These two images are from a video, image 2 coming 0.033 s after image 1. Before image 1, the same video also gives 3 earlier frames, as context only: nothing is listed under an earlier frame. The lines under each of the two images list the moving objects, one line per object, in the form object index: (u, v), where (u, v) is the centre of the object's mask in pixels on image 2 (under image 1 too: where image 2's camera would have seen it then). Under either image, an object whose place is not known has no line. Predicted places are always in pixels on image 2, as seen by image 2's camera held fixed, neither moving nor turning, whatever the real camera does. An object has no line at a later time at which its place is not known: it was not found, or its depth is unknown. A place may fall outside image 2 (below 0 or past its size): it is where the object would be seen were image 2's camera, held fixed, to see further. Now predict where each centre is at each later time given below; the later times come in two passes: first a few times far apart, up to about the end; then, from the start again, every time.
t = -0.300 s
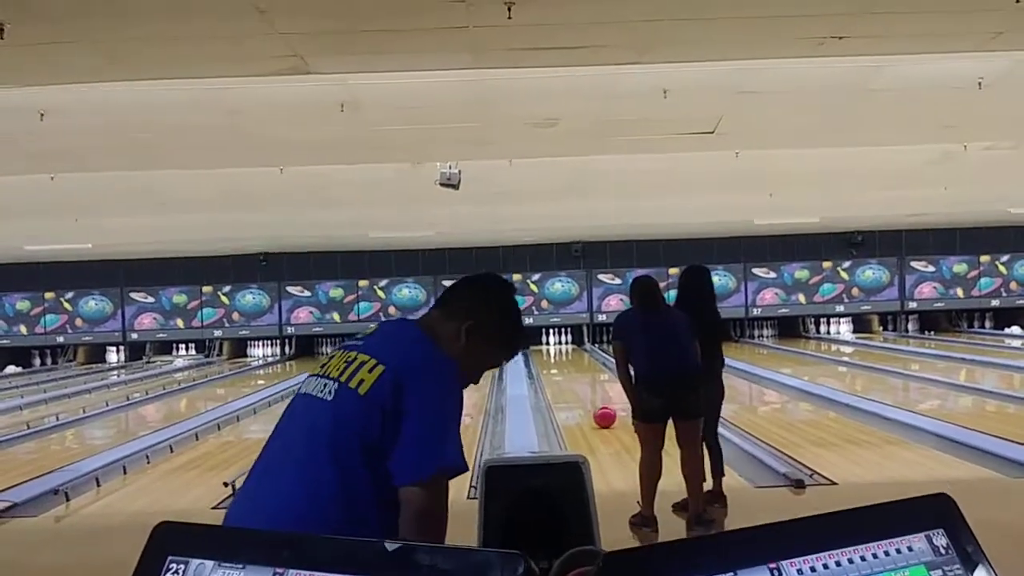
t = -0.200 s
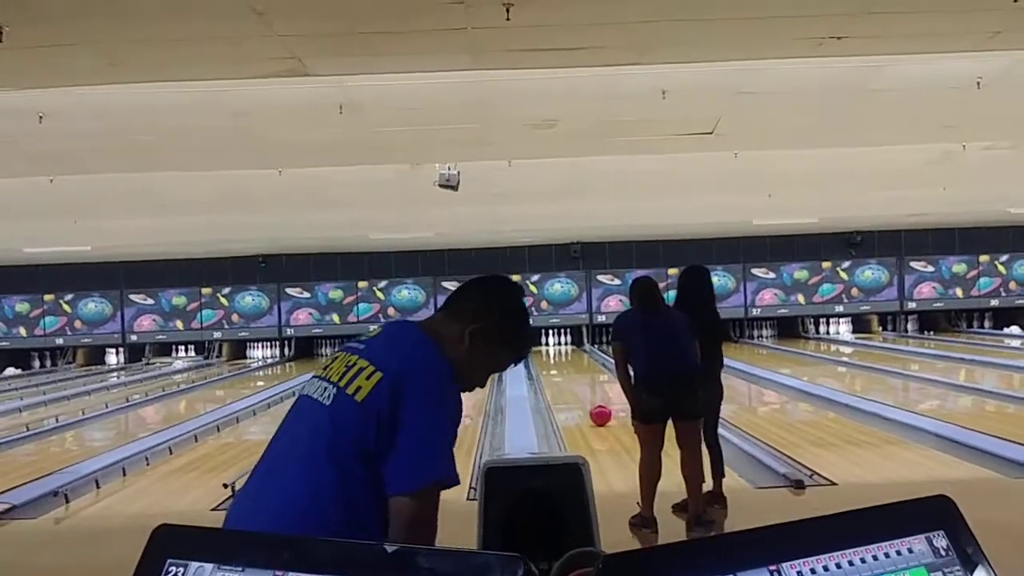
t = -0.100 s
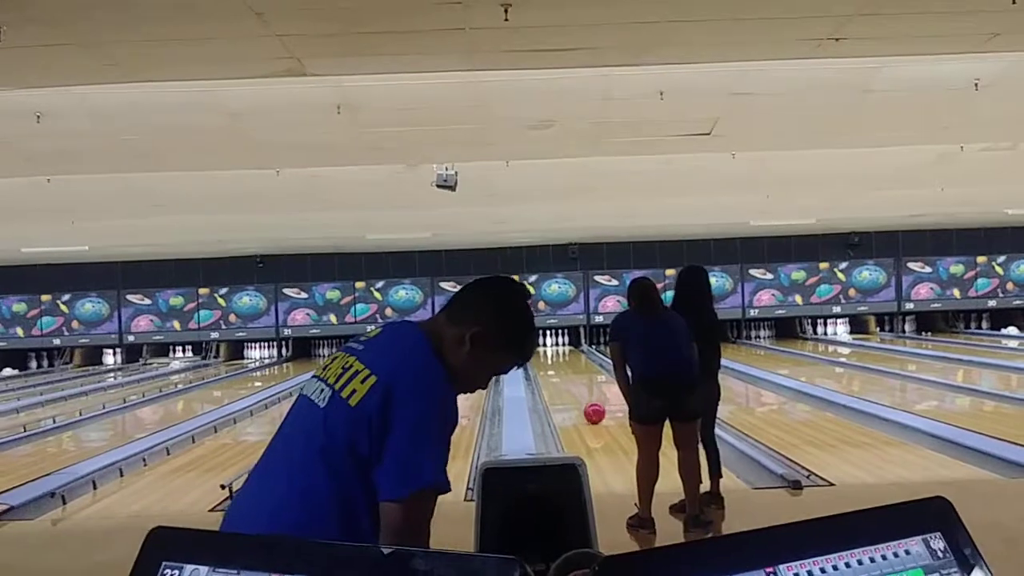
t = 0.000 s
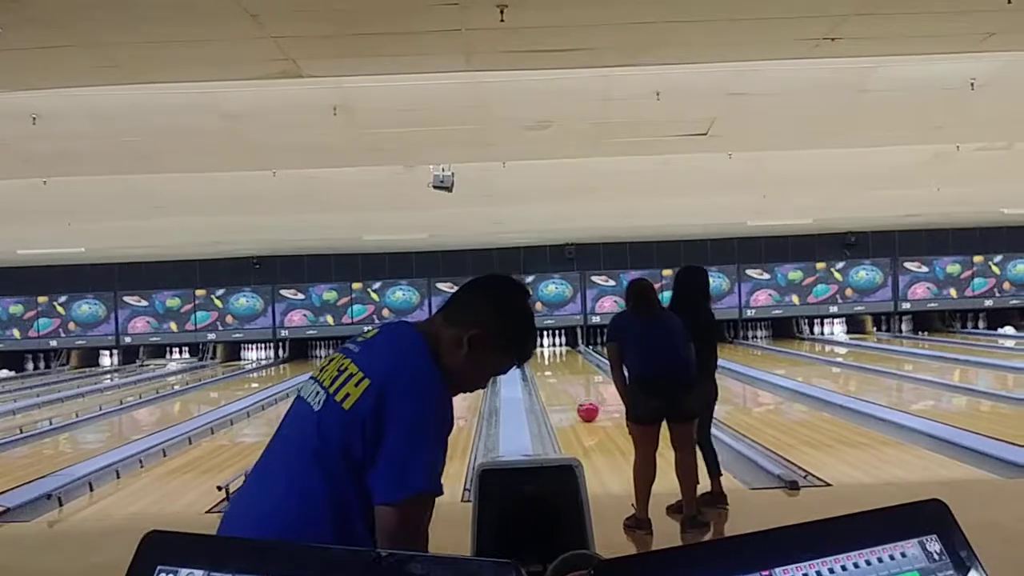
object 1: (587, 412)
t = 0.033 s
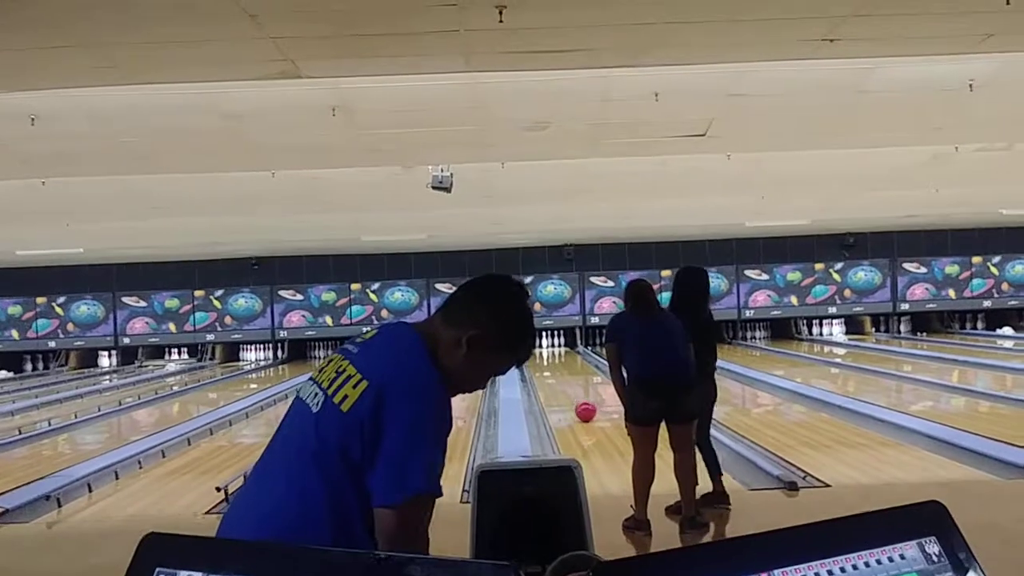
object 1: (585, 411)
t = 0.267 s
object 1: (578, 405)
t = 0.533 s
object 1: (570, 400)
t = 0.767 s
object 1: (562, 397)
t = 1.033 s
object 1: (555, 393)
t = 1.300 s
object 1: (548, 389)
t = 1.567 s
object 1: (542, 385)
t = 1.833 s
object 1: (535, 383)
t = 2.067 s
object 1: (527, 385)
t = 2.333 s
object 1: (526, 382)
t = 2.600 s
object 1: (526, 380)
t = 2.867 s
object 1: (525, 377)
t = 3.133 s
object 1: (525, 375)
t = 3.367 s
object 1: (525, 374)
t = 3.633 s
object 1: (524, 372)
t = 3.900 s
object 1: (524, 370)
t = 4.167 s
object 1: (523, 367)
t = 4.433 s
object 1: (523, 366)
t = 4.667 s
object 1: (523, 365)
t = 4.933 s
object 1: (522, 363)
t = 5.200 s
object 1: (522, 362)
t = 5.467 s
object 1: (521, 360)
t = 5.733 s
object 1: (521, 359)
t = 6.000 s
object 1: (521, 357)
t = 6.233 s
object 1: (521, 356)
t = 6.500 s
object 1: (521, 355)
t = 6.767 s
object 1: (520, 354)
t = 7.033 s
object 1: (520, 353)
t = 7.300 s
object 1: (520, 353)
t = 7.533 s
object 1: (520, 352)
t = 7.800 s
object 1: (520, 351)
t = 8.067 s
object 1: (520, 349)
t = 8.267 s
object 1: (520, 348)
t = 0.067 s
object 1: (584, 410)
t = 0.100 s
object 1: (583, 410)
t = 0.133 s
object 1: (582, 409)
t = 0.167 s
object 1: (581, 408)
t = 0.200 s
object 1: (580, 407)
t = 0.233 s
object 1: (579, 406)
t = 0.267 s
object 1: (578, 405)
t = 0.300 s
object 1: (577, 405)
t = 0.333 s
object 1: (576, 404)
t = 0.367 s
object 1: (574, 403)
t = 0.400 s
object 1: (574, 403)
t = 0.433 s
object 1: (572, 402)
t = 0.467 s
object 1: (571, 402)
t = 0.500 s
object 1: (571, 401)
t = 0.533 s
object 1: (570, 400)
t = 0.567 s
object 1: (569, 400)
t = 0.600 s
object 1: (568, 399)
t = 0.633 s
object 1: (567, 399)
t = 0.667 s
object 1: (566, 398)
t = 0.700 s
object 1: (564, 397)
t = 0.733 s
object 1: (563, 397)
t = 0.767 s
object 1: (562, 397)
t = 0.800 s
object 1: (561, 396)
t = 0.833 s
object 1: (560, 395)
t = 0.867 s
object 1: (559, 395)
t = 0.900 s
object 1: (559, 394)
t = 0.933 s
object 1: (557, 394)
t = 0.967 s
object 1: (557, 393)
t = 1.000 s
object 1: (556, 393)
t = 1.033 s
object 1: (555, 393)
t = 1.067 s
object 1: (554, 392)
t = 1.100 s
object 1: (553, 391)
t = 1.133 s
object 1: (552, 391)
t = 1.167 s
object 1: (551, 391)
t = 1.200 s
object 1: (551, 390)
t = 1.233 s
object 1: (550, 390)
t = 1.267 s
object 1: (549, 389)
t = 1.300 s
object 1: (548, 389)
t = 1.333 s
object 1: (548, 389)
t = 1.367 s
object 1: (547, 388)
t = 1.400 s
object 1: (546, 387)
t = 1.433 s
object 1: (545, 387)
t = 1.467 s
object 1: (545, 387)
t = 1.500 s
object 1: (543, 386)
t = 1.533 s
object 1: (542, 386)
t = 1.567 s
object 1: (542, 385)
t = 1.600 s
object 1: (541, 385)
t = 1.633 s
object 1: (541, 385)
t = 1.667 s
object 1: (540, 385)
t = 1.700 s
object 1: (539, 384)
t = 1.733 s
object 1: (538, 384)
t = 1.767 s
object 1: (538, 384)
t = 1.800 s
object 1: (536, 383)
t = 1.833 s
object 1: (535, 383)
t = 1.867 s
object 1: (534, 382)
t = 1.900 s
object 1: (533, 382)
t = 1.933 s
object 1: (532, 383)
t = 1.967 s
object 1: (532, 382)
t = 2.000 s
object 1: (529, 384)
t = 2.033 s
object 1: (528, 385)
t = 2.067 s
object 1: (527, 385)
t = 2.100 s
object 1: (527, 385)
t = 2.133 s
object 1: (527, 384)
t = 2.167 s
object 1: (527, 384)
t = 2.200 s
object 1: (527, 383)
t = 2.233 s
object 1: (527, 383)
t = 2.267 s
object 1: (527, 383)
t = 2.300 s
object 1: (526, 382)
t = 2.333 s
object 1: (526, 382)
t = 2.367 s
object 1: (526, 382)
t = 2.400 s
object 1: (526, 381)
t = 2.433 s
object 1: (526, 381)
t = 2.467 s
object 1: (526, 380)
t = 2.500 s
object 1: (526, 380)
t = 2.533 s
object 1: (526, 380)
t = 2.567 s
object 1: (526, 380)
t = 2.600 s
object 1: (526, 380)
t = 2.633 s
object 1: (525, 379)
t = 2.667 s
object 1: (525, 379)
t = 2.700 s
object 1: (525, 379)
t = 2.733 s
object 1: (525, 378)
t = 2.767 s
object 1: (525, 378)
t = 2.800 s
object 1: (525, 378)
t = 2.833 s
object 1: (526, 378)
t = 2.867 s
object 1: (525, 377)
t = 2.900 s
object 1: (525, 377)
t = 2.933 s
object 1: (525, 377)
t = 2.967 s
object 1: (525, 377)
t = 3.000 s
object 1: (525, 377)
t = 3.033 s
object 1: (525, 376)
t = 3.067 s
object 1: (525, 376)
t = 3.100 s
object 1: (525, 376)
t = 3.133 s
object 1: (525, 375)
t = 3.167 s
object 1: (525, 375)
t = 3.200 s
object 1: (525, 375)
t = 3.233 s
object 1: (525, 374)
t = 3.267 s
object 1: (525, 374)
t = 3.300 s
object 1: (525, 374)
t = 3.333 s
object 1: (524, 374)
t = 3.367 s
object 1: (525, 374)
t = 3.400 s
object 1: (525, 373)
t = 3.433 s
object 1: (525, 373)
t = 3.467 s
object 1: (524, 372)
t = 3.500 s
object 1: (524, 372)
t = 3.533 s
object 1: (524, 372)
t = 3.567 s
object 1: (524, 372)
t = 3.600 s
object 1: (524, 372)
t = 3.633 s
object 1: (524, 372)
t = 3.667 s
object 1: (524, 371)
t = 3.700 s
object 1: (524, 371)
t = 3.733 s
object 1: (524, 371)
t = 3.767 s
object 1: (524, 370)
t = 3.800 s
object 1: (524, 370)
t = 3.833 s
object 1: (524, 370)
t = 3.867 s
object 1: (524, 370)
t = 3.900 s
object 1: (524, 370)
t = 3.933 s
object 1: (524, 369)
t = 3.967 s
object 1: (524, 369)
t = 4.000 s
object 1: (523, 369)
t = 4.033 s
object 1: (524, 369)
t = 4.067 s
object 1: (524, 368)
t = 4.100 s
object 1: (523, 368)
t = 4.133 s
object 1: (523, 368)
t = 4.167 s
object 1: (523, 367)
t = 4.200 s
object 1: (523, 367)
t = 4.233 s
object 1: (523, 367)
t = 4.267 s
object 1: (523, 367)
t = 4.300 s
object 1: (523, 367)
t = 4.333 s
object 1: (523, 367)
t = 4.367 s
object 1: (523, 366)
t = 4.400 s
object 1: (523, 366)
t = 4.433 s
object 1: (523, 366)
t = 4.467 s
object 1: (523, 366)
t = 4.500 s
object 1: (523, 366)
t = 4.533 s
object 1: (523, 365)
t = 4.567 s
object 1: (523, 365)
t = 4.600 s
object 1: (523, 365)
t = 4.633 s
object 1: (523, 365)
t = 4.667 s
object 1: (523, 365)
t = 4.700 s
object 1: (523, 365)
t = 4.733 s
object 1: (523, 364)
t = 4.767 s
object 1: (522, 364)
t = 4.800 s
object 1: (522, 364)
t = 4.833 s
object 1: (522, 364)
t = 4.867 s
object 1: (522, 364)
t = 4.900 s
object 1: (522, 363)
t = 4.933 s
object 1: (522, 363)
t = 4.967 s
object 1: (522, 363)
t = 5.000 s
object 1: (522, 363)
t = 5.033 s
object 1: (522, 363)
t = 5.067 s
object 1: (522, 362)
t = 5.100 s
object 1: (522, 362)
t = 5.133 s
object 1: (522, 362)
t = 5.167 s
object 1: (522, 362)
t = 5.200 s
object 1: (522, 362)
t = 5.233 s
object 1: (522, 362)
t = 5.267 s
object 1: (522, 362)
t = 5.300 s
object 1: (522, 361)
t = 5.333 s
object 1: (521, 361)
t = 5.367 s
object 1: (521, 361)
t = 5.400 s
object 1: (521, 361)
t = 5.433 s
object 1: (521, 360)
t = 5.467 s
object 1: (521, 360)
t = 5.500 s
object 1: (521, 360)
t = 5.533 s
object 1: (521, 360)
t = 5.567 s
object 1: (521, 360)
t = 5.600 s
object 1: (521, 360)
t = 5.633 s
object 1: (521, 360)
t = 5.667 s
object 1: (521, 359)
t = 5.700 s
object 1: (521, 359)
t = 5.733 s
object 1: (521, 359)
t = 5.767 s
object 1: (521, 358)
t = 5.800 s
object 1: (521, 359)
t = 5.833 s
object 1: (521, 358)
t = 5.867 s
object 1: (521, 358)
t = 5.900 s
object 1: (521, 358)
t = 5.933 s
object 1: (521, 358)
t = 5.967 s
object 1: (521, 358)
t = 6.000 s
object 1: (521, 357)
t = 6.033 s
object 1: (521, 357)
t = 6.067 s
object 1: (521, 357)
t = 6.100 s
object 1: (521, 357)
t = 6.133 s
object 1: (521, 356)
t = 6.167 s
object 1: (521, 356)
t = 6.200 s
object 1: (521, 356)
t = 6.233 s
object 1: (521, 356)
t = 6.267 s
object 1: (521, 356)
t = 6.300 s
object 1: (521, 356)
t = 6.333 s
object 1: (521, 356)
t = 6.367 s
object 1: (521, 356)
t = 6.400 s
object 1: (521, 355)
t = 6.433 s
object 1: (520, 355)
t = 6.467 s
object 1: (520, 355)
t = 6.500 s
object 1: (521, 355)
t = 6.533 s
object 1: (520, 355)
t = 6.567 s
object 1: (520, 355)
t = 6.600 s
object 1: (520, 355)
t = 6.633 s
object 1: (520, 355)
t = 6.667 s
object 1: (520, 355)
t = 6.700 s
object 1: (520, 354)
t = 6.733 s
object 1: (520, 354)
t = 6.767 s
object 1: (520, 354)
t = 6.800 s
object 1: (520, 354)
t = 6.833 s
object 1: (520, 354)
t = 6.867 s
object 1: (520, 354)
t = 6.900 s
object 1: (520, 354)
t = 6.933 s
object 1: (520, 354)
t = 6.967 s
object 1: (520, 354)
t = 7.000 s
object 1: (520, 353)
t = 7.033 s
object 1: (520, 353)
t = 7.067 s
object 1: (520, 353)
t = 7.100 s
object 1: (520, 353)
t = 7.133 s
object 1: (520, 354)
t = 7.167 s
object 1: (520, 353)
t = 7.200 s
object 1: (520, 353)
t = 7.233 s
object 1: (520, 353)
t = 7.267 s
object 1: (520, 353)
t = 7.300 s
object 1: (520, 353)
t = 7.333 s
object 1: (520, 352)
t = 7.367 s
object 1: (520, 352)
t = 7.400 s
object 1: (520, 352)
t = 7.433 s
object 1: (520, 352)
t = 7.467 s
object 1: (520, 352)
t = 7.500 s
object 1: (520, 352)
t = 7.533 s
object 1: (520, 352)
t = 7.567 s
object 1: (520, 352)
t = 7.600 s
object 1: (520, 352)
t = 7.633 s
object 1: (520, 351)
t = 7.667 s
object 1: (520, 351)
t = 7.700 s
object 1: (520, 351)
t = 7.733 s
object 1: (520, 351)
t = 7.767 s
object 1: (520, 351)
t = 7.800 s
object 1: (520, 351)
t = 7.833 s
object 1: (520, 350)
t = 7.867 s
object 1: (520, 350)
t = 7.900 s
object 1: (520, 350)
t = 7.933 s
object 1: (520, 350)
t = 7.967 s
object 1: (520, 349)
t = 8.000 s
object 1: (520, 350)
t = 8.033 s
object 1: (520, 349)
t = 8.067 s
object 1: (520, 349)
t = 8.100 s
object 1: (520, 349)
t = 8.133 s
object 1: (520, 349)
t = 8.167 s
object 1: (520, 349)
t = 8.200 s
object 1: (520, 349)
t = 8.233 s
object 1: (520, 349)
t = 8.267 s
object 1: (520, 348)
